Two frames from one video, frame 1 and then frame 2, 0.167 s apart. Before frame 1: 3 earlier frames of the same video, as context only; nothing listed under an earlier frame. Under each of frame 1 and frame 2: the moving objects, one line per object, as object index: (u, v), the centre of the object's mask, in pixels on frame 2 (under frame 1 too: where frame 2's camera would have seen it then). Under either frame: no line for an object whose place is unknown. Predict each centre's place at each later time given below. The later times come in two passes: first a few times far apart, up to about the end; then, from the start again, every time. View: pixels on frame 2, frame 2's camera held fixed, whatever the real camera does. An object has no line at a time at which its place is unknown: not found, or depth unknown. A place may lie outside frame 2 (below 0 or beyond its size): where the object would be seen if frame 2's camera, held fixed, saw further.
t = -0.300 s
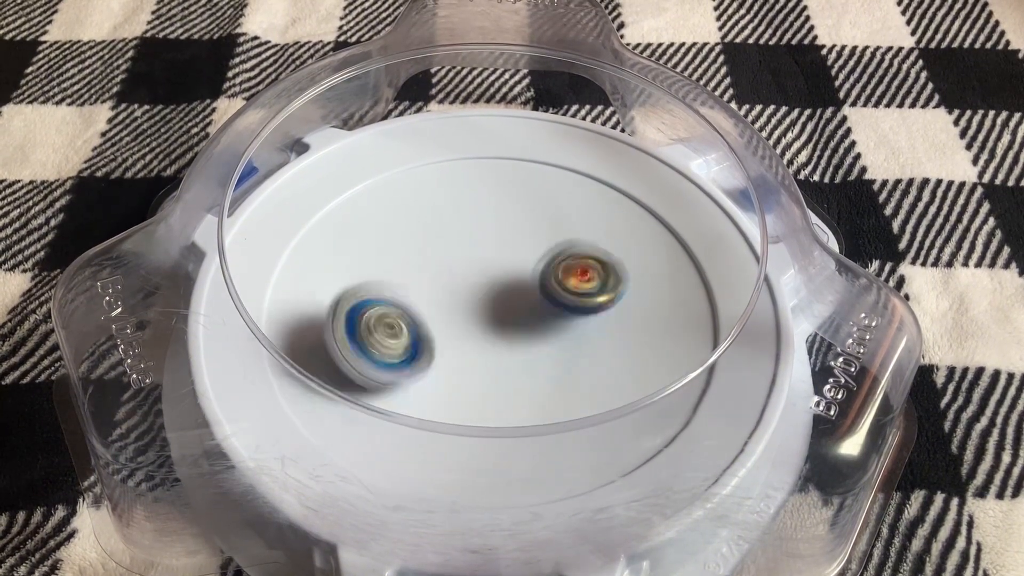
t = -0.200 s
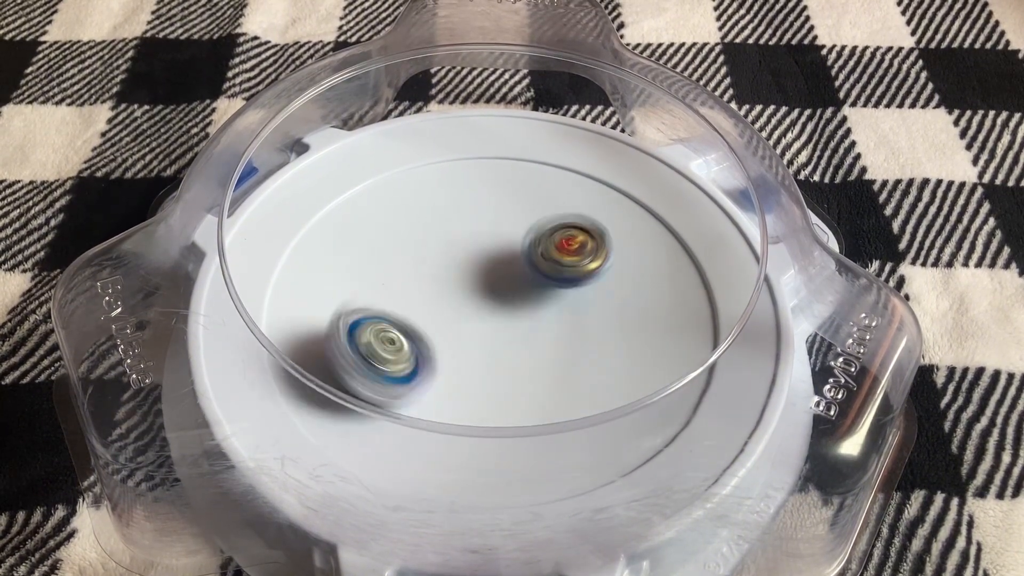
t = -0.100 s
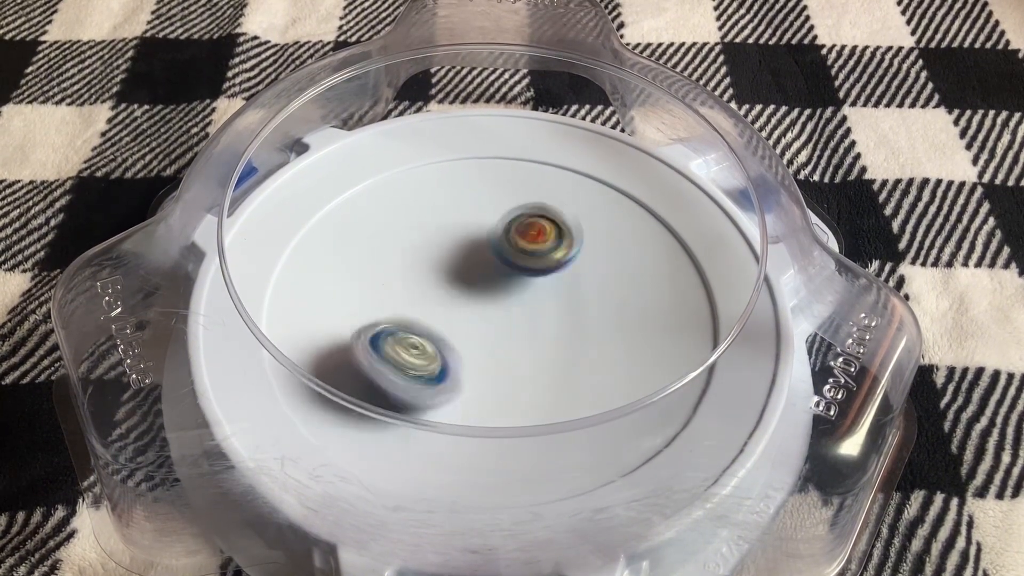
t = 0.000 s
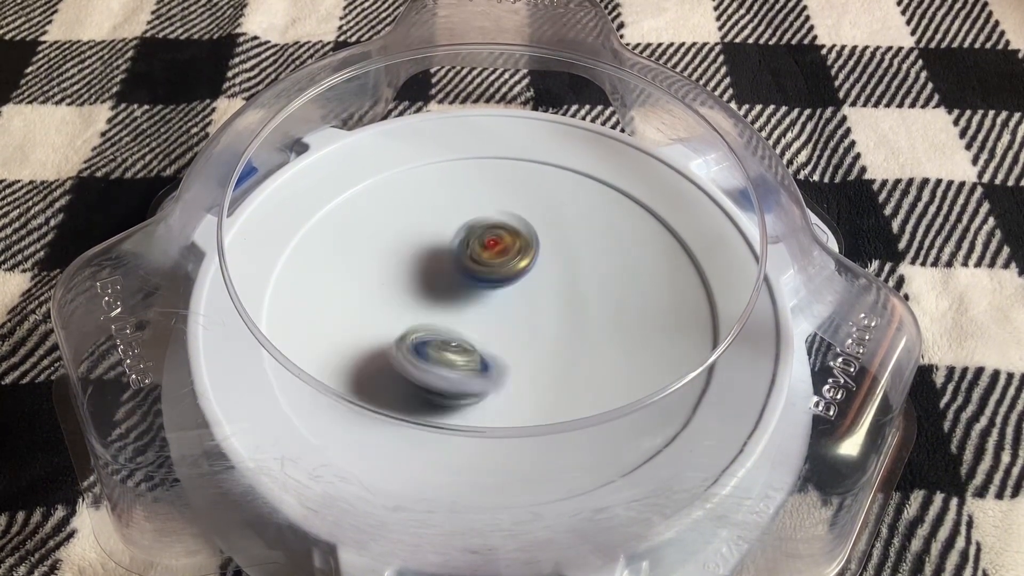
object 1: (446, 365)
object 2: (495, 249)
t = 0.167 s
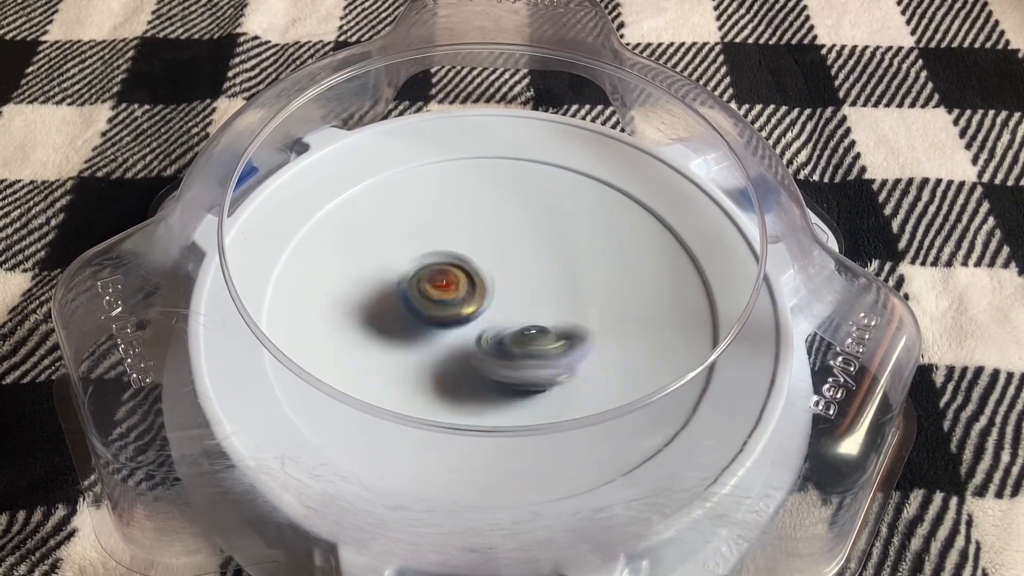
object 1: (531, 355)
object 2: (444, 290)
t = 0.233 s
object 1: (560, 347)
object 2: (436, 305)
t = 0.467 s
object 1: (594, 310)
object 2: (494, 343)
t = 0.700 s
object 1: (578, 250)
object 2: (427, 379)
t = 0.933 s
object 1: (505, 271)
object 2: (357, 359)
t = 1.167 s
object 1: (430, 293)
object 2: (330, 348)
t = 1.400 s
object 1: (459, 288)
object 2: (387, 358)
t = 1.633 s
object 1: (506, 282)
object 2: (487, 383)
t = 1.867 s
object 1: (512, 287)
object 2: (548, 363)
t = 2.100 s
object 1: (477, 273)
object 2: (619, 373)
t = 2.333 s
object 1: (454, 293)
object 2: (597, 398)
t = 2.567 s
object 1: (474, 318)
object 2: (480, 387)
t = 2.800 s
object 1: (488, 317)
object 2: (464, 387)
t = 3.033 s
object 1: (491, 309)
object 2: (470, 388)
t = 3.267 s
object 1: (484, 314)
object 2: (465, 385)
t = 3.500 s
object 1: (496, 308)
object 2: (465, 383)
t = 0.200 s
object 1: (547, 351)
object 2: (439, 297)
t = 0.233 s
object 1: (560, 347)
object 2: (436, 305)
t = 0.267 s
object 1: (571, 342)
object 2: (436, 314)
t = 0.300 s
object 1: (581, 336)
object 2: (439, 322)
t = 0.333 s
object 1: (589, 331)
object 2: (447, 330)
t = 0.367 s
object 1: (594, 325)
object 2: (456, 337)
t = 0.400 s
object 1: (596, 319)
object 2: (469, 342)
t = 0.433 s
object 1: (597, 314)
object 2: (481, 345)
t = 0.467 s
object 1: (594, 310)
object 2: (494, 343)
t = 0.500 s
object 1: (594, 302)
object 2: (506, 343)
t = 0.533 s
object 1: (589, 295)
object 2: (508, 339)
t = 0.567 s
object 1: (590, 285)
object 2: (497, 349)
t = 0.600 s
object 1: (592, 270)
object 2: (476, 361)
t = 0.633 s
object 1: (590, 262)
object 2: (457, 370)
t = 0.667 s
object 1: (584, 255)
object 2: (439, 378)
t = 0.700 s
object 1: (578, 250)
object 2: (427, 379)
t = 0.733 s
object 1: (570, 247)
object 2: (416, 378)
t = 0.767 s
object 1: (561, 248)
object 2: (404, 376)
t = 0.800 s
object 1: (550, 250)
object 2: (391, 373)
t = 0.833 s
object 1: (541, 254)
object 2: (382, 370)
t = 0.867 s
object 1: (528, 258)
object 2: (371, 366)
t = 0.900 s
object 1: (515, 265)
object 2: (361, 363)
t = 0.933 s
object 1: (505, 271)
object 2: (357, 359)
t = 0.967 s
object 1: (487, 280)
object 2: (353, 355)
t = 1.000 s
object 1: (471, 287)
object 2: (353, 349)
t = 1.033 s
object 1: (455, 293)
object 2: (353, 345)
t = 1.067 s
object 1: (441, 300)
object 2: (360, 337)
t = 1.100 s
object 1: (434, 303)
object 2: (358, 334)
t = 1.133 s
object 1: (429, 298)
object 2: (339, 343)
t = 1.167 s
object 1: (430, 293)
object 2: (330, 348)
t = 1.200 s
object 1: (434, 288)
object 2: (332, 352)
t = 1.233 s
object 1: (438, 284)
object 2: (336, 355)
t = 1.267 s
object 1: (442, 285)
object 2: (342, 358)
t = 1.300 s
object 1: (447, 284)
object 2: (350, 359)
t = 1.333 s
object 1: (451, 282)
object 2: (362, 361)
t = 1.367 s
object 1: (455, 288)
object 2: (374, 361)
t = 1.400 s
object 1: (459, 288)
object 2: (387, 358)
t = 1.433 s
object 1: (467, 291)
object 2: (405, 352)
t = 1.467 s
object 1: (468, 292)
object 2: (423, 356)
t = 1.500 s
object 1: (480, 286)
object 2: (428, 371)
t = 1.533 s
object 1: (482, 284)
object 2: (444, 378)
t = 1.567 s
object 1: (495, 283)
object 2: (464, 377)
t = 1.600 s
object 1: (495, 285)
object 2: (476, 382)
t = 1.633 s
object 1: (506, 282)
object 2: (487, 383)
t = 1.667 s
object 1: (506, 286)
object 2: (499, 385)
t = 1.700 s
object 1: (511, 283)
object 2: (511, 385)
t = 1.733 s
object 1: (511, 286)
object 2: (519, 384)
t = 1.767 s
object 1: (513, 285)
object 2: (529, 381)
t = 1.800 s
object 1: (513, 287)
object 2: (541, 376)
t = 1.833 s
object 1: (514, 287)
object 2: (546, 371)
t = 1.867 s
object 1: (512, 287)
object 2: (548, 363)
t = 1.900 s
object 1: (513, 287)
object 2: (553, 357)
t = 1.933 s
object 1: (513, 289)
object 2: (560, 350)
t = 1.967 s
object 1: (516, 290)
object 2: (567, 348)
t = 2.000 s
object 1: (507, 289)
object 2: (569, 345)
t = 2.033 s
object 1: (500, 287)
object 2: (589, 355)
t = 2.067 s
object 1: (490, 278)
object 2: (607, 368)
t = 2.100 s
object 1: (477, 273)
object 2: (619, 373)
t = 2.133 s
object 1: (471, 272)
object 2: (630, 389)
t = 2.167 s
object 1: (463, 269)
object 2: (638, 392)
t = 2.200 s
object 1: (456, 273)
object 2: (643, 397)
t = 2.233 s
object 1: (447, 281)
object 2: (639, 399)
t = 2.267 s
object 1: (450, 284)
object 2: (627, 402)
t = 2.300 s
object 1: (451, 290)
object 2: (614, 401)
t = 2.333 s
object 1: (454, 293)
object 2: (597, 398)
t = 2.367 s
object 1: (454, 296)
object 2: (580, 391)
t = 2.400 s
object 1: (457, 304)
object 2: (560, 389)
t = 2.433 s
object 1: (466, 309)
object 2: (539, 387)
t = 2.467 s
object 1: (463, 312)
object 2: (518, 384)
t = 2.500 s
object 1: (466, 317)
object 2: (503, 384)
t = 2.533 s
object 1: (473, 319)
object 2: (491, 385)
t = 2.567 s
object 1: (474, 318)
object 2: (480, 387)
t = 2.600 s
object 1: (471, 320)
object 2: (471, 390)
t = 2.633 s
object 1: (476, 321)
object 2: (466, 391)
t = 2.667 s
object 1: (482, 321)
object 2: (461, 390)
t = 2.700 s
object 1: (487, 317)
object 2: (460, 389)
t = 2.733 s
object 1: (488, 317)
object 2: (460, 389)
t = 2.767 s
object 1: (489, 317)
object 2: (462, 388)
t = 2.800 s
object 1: (488, 317)
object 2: (464, 387)
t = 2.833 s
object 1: (490, 315)
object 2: (466, 387)
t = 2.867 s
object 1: (489, 313)
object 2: (467, 387)
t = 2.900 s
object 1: (490, 313)
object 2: (468, 387)
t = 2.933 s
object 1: (493, 314)
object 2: (469, 388)
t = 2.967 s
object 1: (495, 314)
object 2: (470, 388)
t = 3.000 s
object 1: (495, 310)
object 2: (470, 388)
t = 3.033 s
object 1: (491, 309)
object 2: (470, 388)
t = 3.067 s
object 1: (490, 313)
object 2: (469, 388)
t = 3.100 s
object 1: (490, 313)
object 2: (469, 388)
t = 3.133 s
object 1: (490, 314)
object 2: (468, 387)
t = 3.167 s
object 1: (487, 313)
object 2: (467, 386)
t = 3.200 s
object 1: (485, 314)
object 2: (466, 386)
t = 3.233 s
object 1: (483, 313)
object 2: (465, 386)
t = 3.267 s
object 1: (484, 314)
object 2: (465, 385)
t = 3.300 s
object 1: (488, 314)
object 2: (466, 385)
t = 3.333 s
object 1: (492, 315)
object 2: (466, 385)
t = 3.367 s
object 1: (497, 315)
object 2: (465, 385)
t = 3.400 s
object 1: (499, 312)
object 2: (465, 384)
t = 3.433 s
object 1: (499, 310)
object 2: (465, 383)
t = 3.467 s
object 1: (497, 308)
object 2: (465, 383)
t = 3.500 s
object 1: (496, 308)
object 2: (465, 383)
